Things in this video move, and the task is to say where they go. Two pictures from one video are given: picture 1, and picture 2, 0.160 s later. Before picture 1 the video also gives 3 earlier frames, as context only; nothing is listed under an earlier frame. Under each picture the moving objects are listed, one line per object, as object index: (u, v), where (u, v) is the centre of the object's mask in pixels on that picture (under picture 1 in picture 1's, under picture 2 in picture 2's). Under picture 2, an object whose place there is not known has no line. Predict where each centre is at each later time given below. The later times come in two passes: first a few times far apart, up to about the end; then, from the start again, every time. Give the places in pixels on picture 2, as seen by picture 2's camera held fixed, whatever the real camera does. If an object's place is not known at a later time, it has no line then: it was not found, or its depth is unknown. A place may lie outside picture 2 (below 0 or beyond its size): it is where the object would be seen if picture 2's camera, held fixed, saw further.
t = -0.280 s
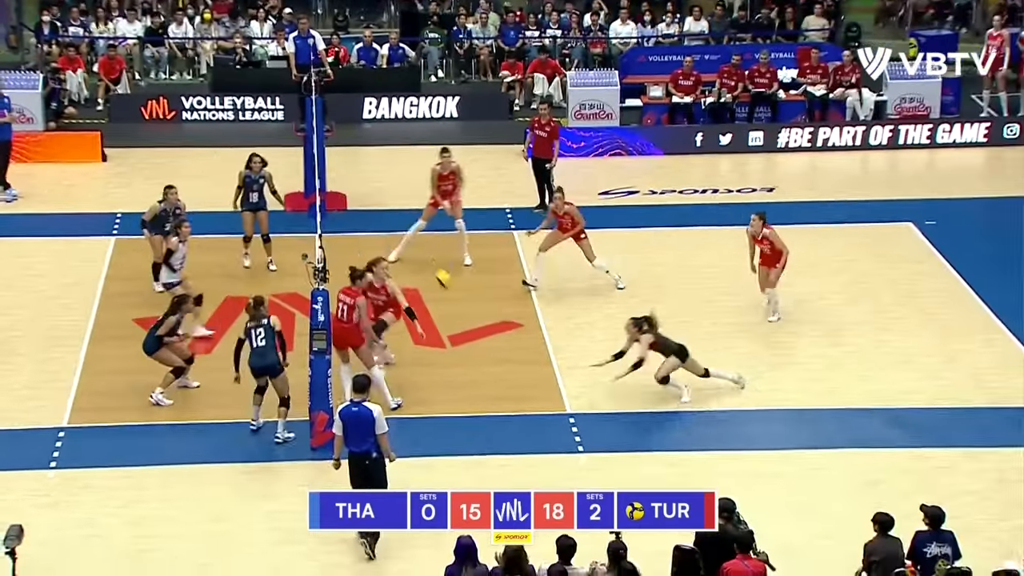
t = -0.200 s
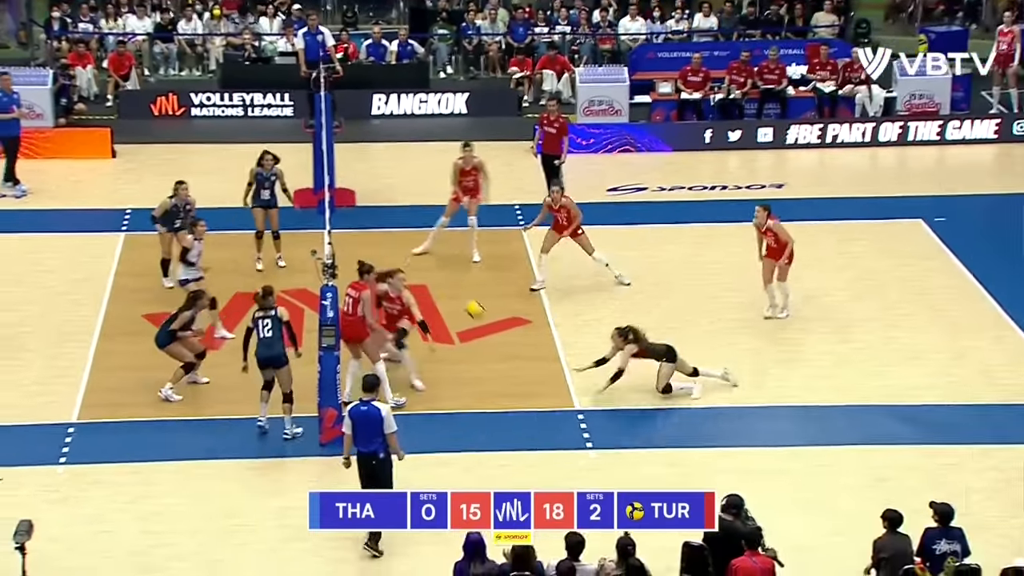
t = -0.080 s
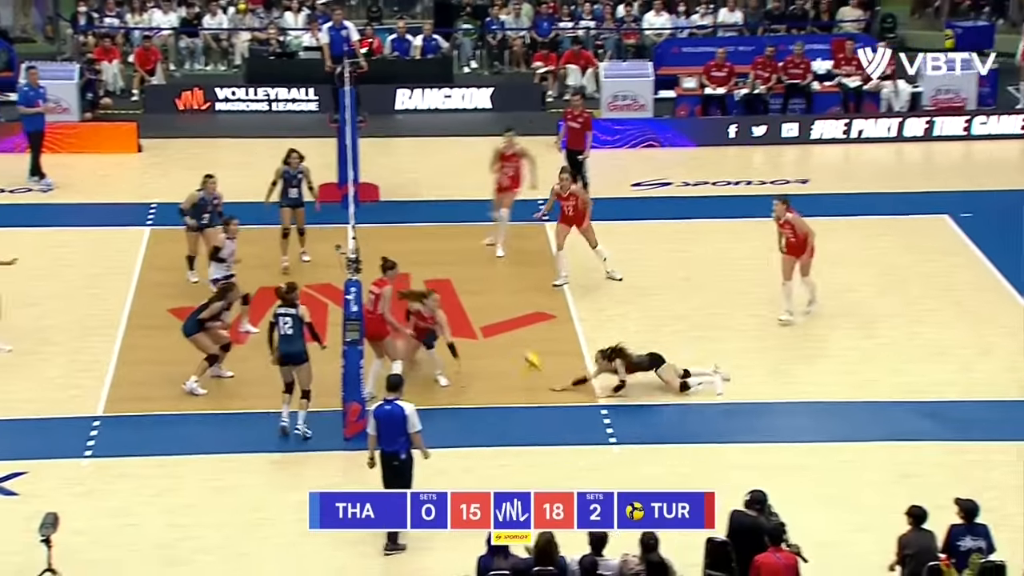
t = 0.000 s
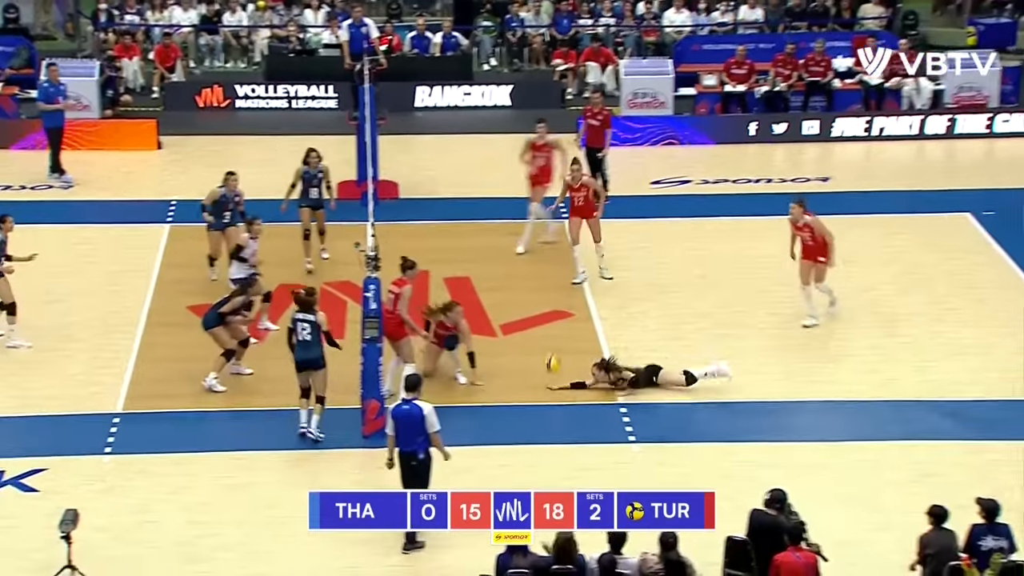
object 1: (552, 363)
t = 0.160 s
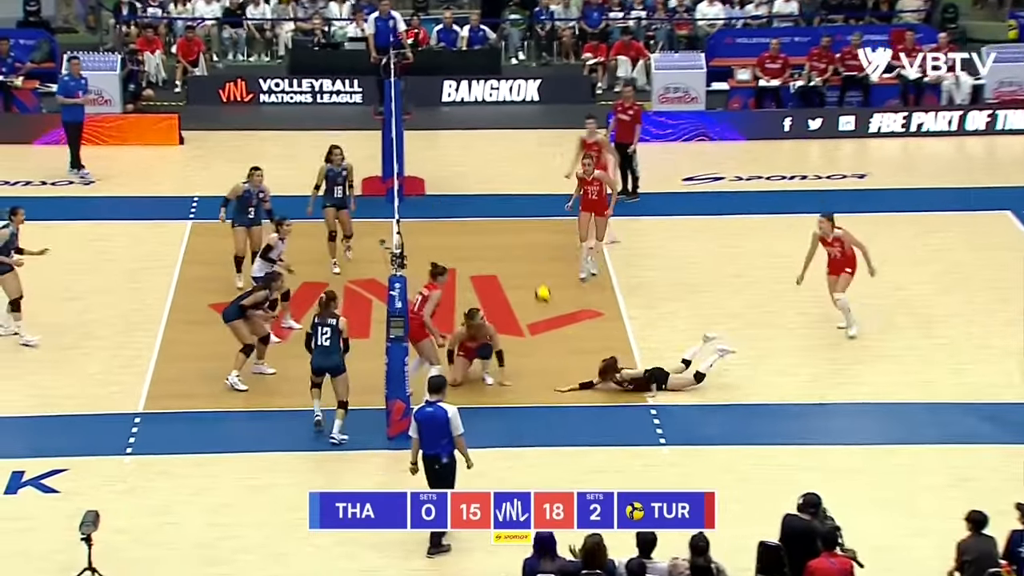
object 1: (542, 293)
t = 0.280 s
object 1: (513, 255)
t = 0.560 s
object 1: (447, 206)
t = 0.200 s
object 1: (533, 279)
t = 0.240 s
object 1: (522, 267)
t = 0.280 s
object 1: (513, 255)
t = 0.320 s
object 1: (502, 245)
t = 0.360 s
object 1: (495, 235)
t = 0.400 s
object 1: (486, 228)
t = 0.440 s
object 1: (475, 219)
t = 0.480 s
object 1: (466, 214)
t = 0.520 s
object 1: (457, 209)
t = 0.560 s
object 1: (447, 206)
